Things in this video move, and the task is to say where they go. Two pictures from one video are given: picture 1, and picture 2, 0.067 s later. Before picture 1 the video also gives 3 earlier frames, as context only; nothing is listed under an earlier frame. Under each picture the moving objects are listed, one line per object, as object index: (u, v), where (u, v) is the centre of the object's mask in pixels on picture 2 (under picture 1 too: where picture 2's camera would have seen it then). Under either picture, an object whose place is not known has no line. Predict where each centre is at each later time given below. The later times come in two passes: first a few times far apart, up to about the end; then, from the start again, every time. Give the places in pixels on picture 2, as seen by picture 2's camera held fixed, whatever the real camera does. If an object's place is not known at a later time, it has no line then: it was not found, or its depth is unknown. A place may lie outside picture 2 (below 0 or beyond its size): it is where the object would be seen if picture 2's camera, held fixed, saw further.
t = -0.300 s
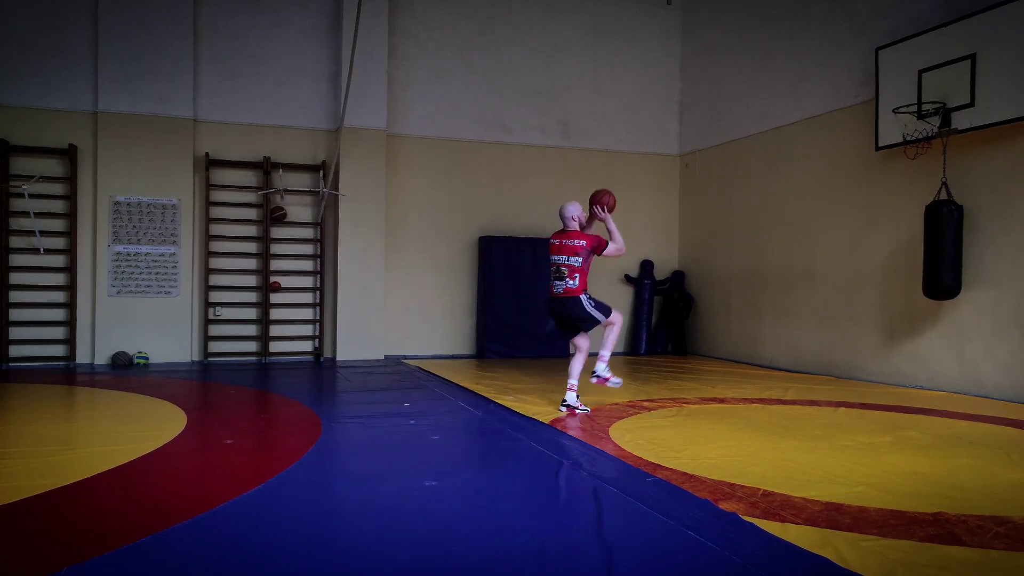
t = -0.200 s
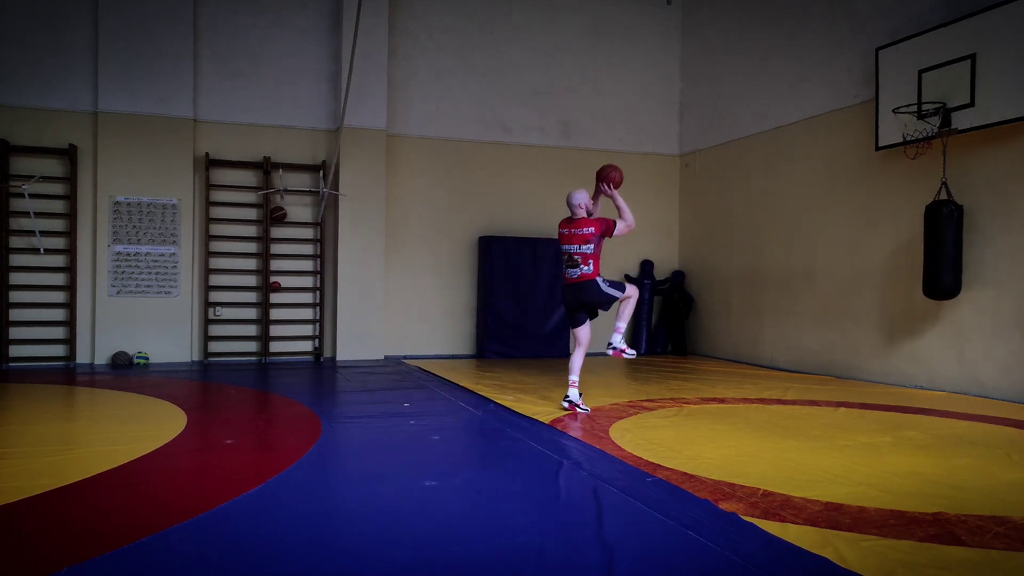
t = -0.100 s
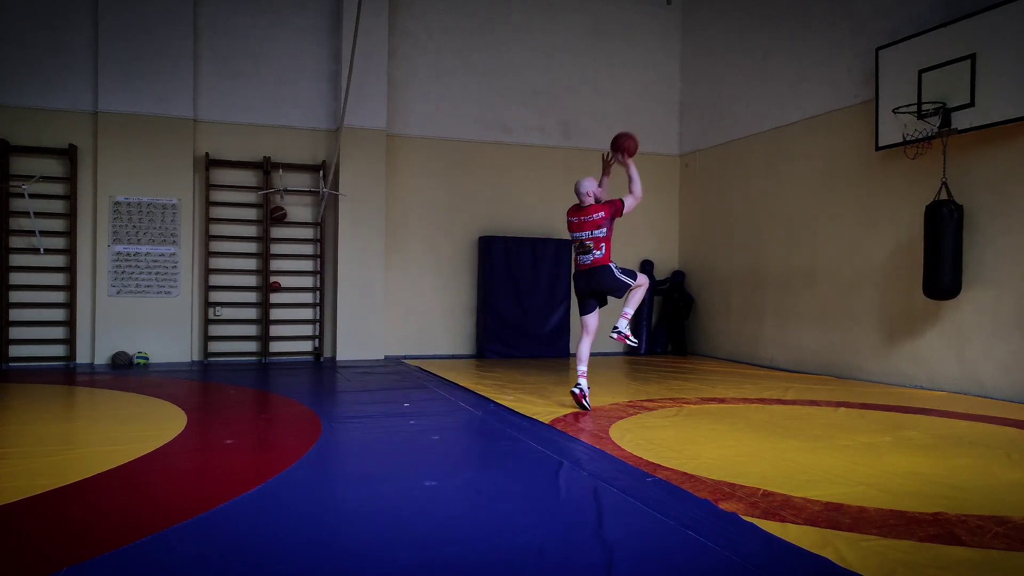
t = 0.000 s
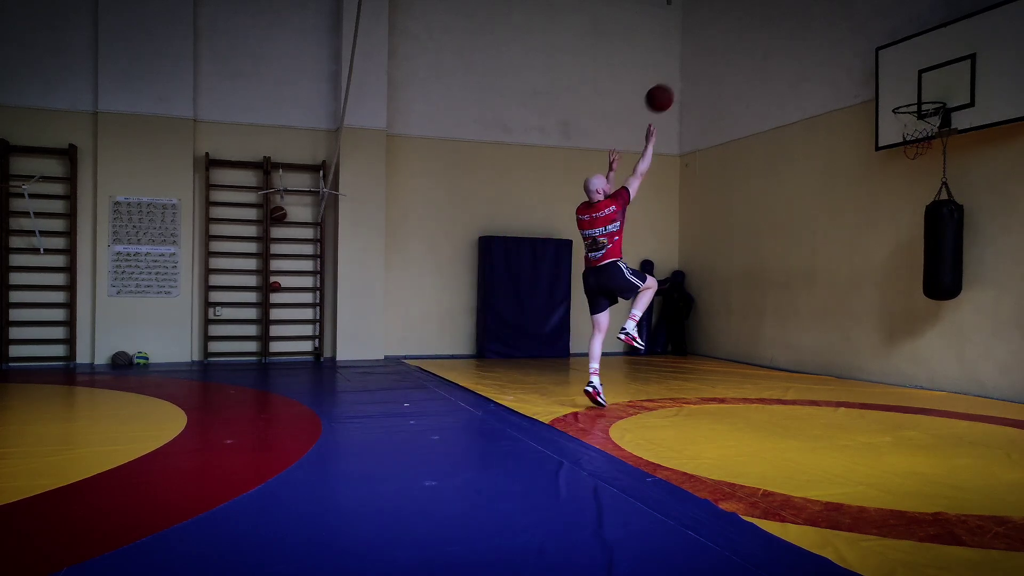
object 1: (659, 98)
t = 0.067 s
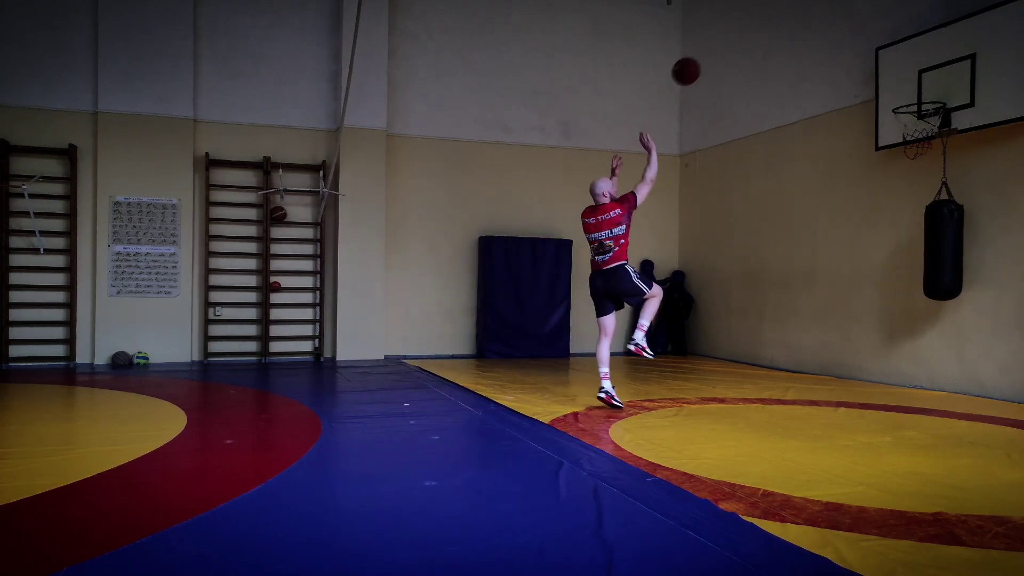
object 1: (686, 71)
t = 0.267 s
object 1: (763, 20)
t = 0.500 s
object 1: (845, 14)
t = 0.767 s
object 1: (931, 74)
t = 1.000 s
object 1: (956, 58)
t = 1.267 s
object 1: (943, 60)
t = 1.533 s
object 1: (927, 139)
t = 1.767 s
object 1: (912, 277)
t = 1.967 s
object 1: (902, 380)
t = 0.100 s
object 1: (699, 59)
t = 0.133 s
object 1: (712, 49)
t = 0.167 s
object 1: (725, 40)
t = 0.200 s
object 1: (738, 32)
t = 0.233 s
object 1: (750, 26)
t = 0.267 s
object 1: (763, 20)
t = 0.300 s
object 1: (775, 16)
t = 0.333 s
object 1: (787, 13)
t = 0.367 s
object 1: (799, 12)
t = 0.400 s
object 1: (811, 11)
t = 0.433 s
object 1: (822, 11)
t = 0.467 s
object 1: (834, 12)
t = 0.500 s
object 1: (845, 14)
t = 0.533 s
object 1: (856, 18)
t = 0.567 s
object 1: (867, 23)
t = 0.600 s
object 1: (878, 29)
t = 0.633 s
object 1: (889, 36)
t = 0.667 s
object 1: (900, 44)
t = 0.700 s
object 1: (910, 53)
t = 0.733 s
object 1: (920, 63)
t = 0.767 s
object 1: (931, 74)
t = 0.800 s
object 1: (941, 86)
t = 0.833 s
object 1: (949, 90)
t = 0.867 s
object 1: (956, 83)
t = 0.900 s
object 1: (960, 75)
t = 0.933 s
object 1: (959, 68)
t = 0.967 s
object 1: (957, 63)
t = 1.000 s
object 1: (956, 58)
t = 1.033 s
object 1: (955, 54)
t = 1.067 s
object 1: (953, 52)
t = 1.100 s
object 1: (952, 51)
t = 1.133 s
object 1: (950, 51)
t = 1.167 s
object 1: (948, 51)
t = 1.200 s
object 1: (946, 53)
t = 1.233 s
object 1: (945, 56)
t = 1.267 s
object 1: (943, 60)
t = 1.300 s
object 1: (941, 66)
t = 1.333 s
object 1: (939, 72)
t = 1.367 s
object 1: (938, 81)
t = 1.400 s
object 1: (936, 89)
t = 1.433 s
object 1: (934, 100)
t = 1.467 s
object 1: (932, 111)
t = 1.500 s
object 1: (930, 123)
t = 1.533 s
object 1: (927, 139)
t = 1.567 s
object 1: (926, 154)
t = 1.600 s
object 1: (923, 171)
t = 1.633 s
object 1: (921, 189)
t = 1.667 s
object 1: (919, 209)
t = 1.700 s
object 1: (917, 230)
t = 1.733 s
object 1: (914, 253)
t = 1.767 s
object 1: (912, 277)
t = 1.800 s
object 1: (910, 302)
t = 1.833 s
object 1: (907, 329)
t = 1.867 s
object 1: (905, 358)
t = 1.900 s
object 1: (902, 388)
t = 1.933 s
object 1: (901, 400)
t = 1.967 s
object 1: (902, 380)
